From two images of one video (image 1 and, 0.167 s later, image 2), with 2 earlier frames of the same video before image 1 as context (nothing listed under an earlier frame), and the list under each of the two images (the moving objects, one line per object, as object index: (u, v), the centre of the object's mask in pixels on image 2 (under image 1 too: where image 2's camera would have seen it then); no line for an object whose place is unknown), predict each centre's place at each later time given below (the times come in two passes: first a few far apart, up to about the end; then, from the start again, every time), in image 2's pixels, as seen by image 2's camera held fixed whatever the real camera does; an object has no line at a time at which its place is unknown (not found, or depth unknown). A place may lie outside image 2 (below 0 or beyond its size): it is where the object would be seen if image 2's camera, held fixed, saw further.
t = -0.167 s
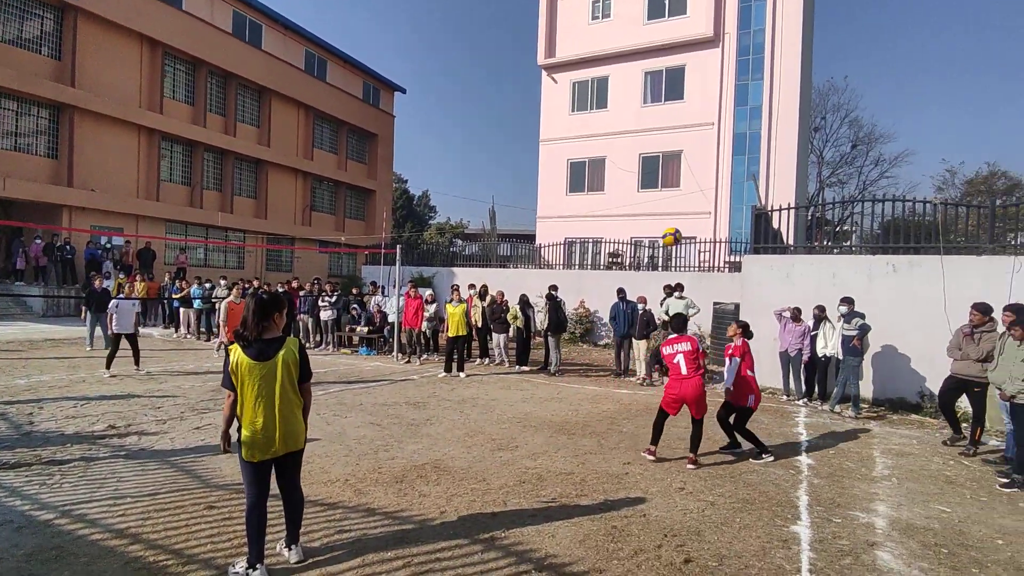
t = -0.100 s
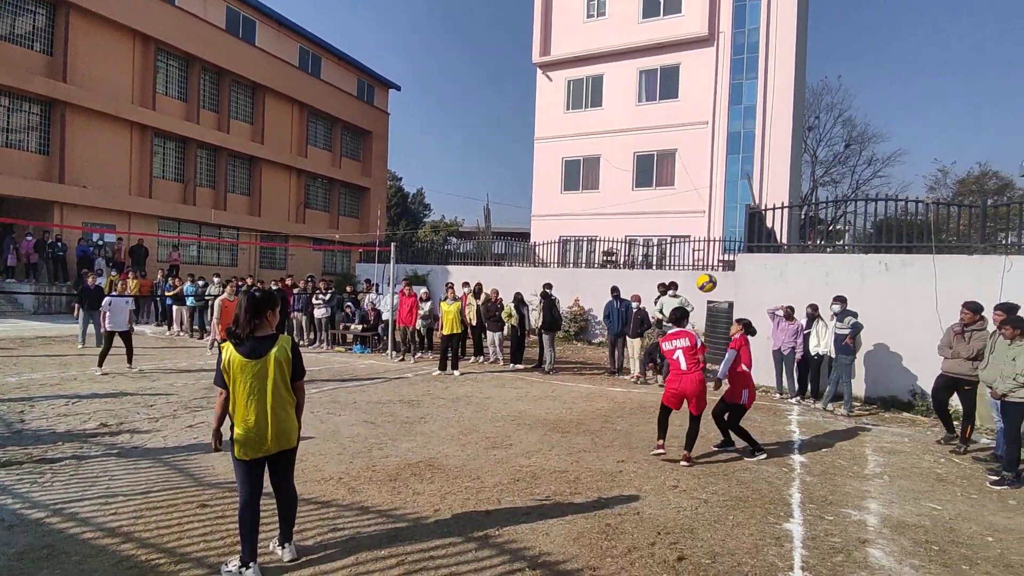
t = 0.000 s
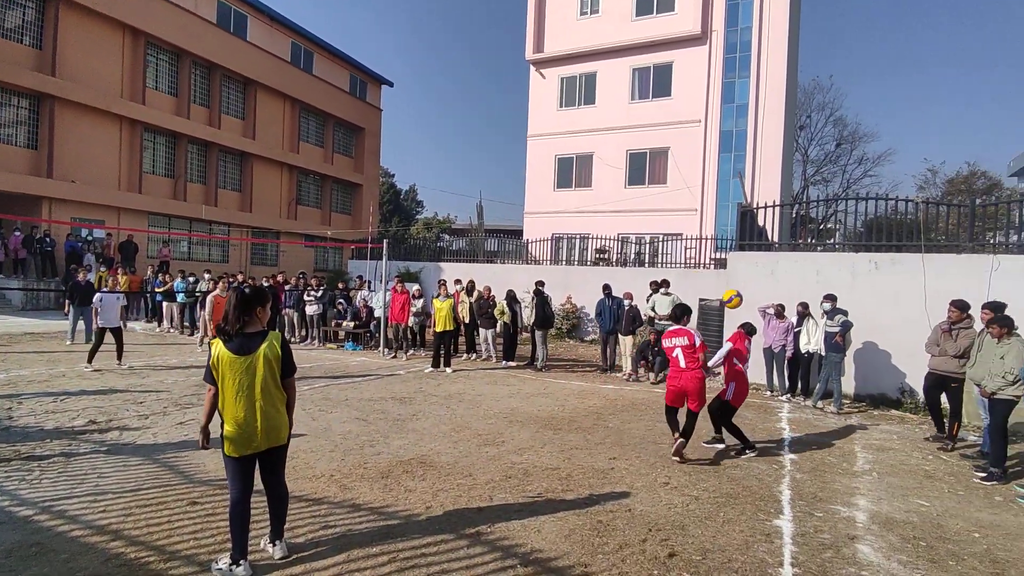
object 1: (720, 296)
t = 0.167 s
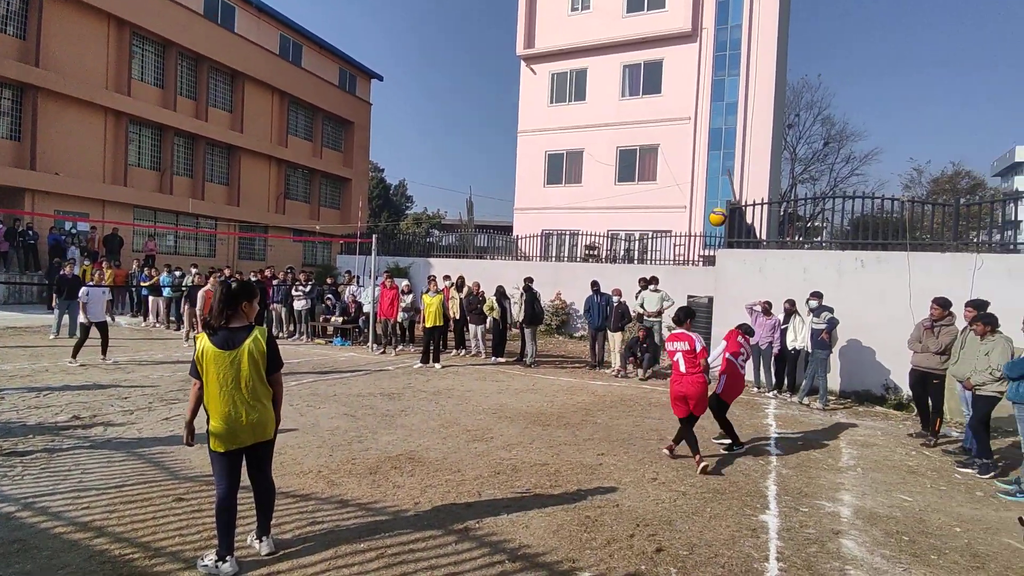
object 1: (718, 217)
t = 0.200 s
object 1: (717, 206)
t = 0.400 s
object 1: (714, 162)
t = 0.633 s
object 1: (710, 157)
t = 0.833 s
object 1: (704, 182)
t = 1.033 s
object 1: (698, 230)
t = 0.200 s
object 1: (717, 206)
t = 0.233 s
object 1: (717, 195)
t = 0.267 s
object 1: (716, 186)
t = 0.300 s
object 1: (716, 178)
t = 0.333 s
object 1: (715, 172)
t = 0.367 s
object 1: (715, 166)
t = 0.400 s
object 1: (714, 162)
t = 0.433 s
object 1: (714, 159)
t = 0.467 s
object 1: (713, 156)
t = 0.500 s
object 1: (713, 154)
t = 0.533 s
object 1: (712, 154)
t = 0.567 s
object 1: (711, 154)
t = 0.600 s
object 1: (711, 155)
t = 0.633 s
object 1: (710, 157)
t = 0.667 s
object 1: (709, 159)
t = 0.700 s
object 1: (708, 163)
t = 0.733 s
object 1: (707, 166)
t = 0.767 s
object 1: (706, 171)
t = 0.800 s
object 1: (705, 176)
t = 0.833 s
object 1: (704, 182)
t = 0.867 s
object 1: (703, 189)
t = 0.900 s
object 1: (702, 196)
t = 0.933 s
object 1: (702, 204)
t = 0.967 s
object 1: (700, 212)
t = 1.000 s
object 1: (700, 221)
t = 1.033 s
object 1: (698, 230)
